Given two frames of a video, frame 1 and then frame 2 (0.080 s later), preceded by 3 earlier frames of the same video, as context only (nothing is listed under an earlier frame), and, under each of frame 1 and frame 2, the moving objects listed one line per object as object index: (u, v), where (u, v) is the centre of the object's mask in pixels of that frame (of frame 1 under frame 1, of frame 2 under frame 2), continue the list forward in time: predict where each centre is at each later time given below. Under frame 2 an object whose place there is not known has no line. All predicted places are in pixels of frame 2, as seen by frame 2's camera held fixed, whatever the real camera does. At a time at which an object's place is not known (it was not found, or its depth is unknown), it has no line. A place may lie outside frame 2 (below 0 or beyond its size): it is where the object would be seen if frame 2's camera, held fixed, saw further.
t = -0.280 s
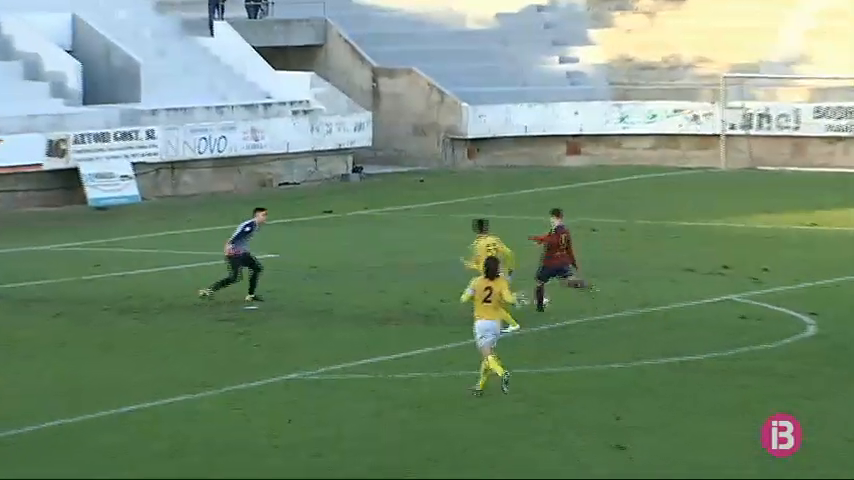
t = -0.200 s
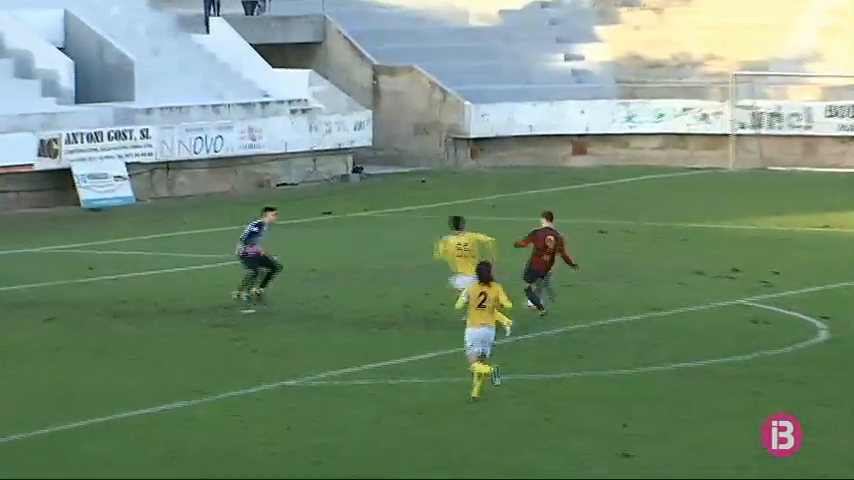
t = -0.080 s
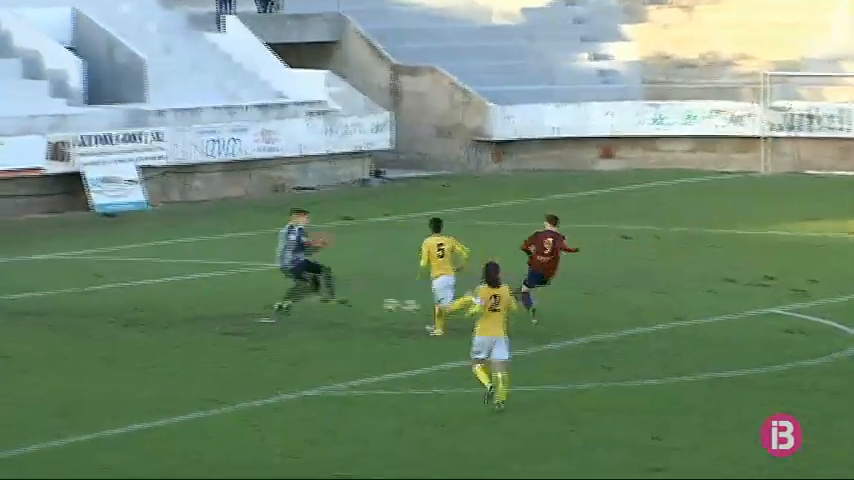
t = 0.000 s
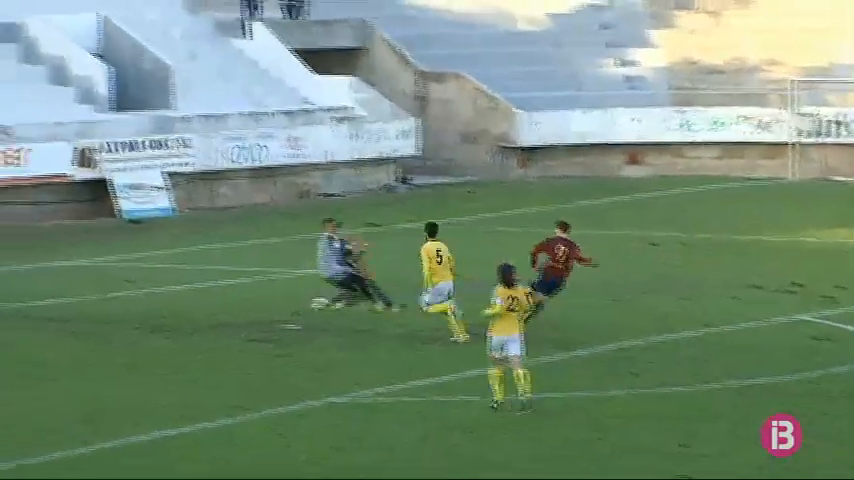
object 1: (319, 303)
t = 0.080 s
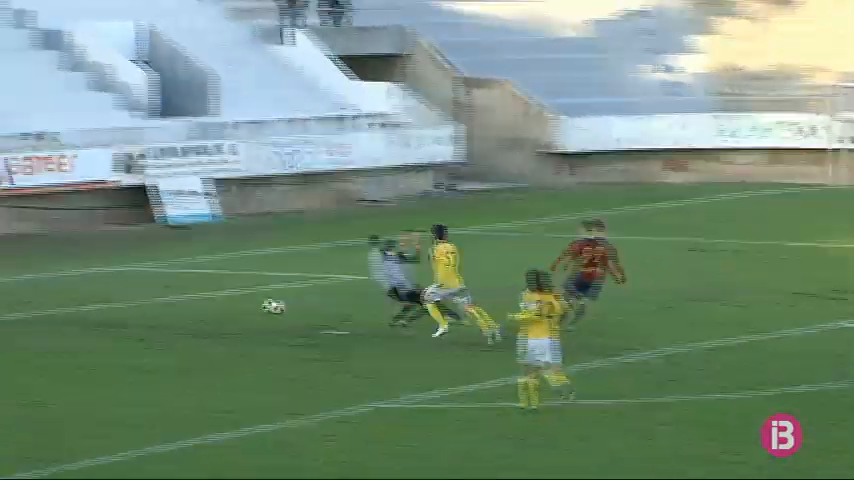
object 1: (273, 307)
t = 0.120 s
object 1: (228, 302)
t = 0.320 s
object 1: (20, 294)
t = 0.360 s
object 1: (-18, 293)
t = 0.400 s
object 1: (-56, 291)
